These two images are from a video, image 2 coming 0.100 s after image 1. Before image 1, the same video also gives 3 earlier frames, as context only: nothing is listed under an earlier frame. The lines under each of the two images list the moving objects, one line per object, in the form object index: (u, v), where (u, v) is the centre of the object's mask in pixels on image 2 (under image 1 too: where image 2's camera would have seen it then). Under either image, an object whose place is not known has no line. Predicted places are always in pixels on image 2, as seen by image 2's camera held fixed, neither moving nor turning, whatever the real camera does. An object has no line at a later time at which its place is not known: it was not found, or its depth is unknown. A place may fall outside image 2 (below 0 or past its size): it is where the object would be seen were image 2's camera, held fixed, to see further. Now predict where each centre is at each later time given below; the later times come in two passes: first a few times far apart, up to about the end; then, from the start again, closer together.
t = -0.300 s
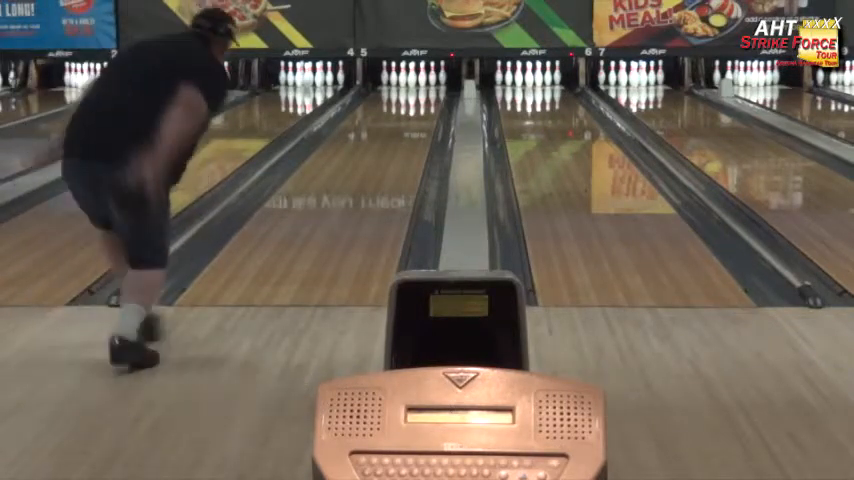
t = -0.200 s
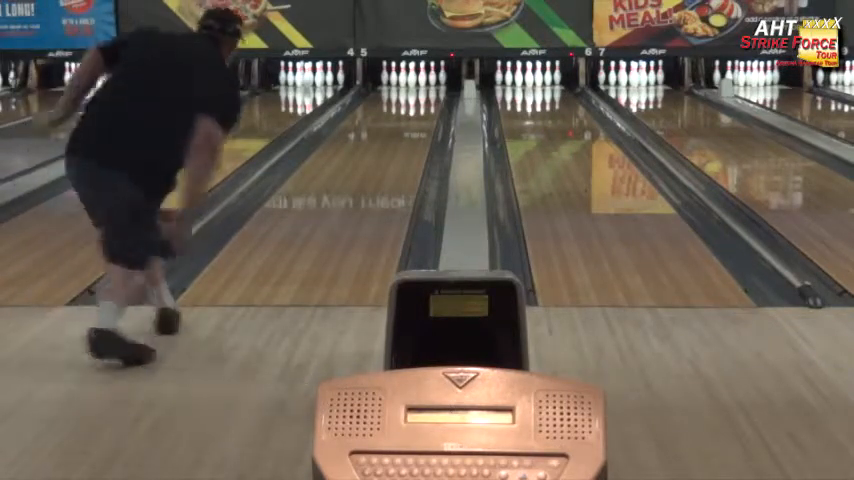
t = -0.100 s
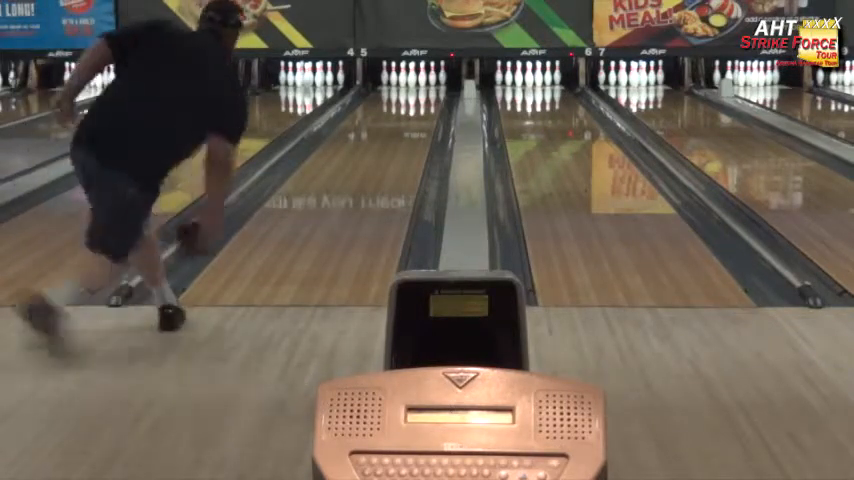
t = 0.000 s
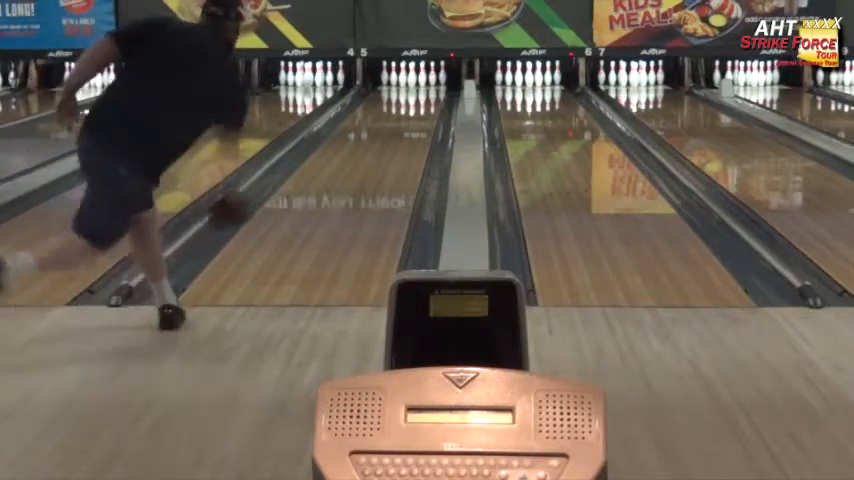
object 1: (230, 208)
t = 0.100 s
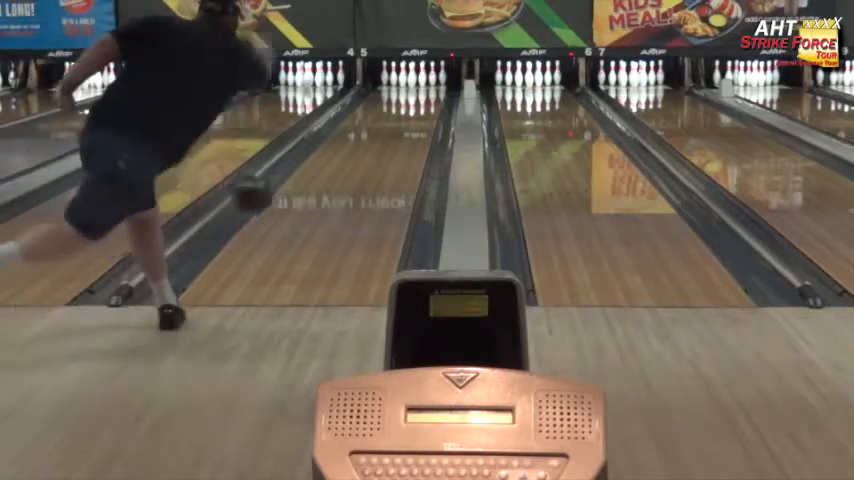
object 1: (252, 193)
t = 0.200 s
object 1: (275, 198)
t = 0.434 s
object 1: (316, 197)
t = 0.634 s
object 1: (342, 177)
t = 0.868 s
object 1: (366, 157)
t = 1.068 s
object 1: (382, 141)
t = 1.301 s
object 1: (397, 128)
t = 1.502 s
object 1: (407, 119)
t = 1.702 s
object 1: (415, 110)
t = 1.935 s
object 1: (423, 101)
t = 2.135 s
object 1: (426, 94)
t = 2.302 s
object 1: (425, 90)
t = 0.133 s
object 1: (261, 193)
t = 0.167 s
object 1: (269, 194)
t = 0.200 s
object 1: (275, 198)
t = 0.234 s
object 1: (282, 203)
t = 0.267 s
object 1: (289, 209)
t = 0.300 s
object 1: (294, 216)
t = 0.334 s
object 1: (300, 210)
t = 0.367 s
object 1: (305, 204)
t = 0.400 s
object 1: (310, 200)
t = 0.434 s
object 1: (316, 197)
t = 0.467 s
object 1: (320, 195)
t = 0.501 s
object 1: (325, 190)
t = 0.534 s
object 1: (330, 187)
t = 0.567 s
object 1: (334, 183)
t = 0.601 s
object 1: (338, 180)
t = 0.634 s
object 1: (342, 177)
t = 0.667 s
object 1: (346, 174)
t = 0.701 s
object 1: (350, 171)
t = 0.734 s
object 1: (353, 168)
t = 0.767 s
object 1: (356, 165)
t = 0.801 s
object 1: (359, 162)
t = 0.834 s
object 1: (363, 159)
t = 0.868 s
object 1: (366, 157)
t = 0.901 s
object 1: (369, 154)
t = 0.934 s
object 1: (371, 153)
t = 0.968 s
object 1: (373, 150)
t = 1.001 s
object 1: (377, 148)
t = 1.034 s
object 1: (380, 145)
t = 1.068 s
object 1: (382, 141)
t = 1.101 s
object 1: (384, 139)
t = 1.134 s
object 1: (387, 138)
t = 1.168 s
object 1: (388, 138)
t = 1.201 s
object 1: (392, 134)
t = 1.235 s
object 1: (394, 132)
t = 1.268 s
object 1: (395, 130)
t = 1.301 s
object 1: (397, 128)
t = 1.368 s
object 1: (401, 125)
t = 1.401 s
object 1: (402, 125)
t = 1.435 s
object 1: (405, 122)
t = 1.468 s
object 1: (405, 120)
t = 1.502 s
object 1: (407, 119)
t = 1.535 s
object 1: (408, 117)
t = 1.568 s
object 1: (410, 115)
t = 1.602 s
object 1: (412, 114)
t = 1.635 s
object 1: (413, 112)
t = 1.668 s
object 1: (415, 111)
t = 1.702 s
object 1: (415, 110)
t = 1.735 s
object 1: (418, 108)
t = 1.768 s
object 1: (421, 106)
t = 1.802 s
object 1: (421, 105)
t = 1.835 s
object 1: (422, 104)
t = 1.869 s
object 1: (422, 103)
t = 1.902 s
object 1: (423, 102)
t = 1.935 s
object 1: (423, 101)
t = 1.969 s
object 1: (424, 100)
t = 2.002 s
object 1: (424, 99)
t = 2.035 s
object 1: (425, 98)
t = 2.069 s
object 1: (425, 97)
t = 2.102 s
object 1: (425, 96)
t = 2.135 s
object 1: (426, 94)
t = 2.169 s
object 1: (426, 93)
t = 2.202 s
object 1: (426, 93)
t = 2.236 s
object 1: (426, 93)
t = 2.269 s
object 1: (426, 91)
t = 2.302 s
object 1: (425, 90)
